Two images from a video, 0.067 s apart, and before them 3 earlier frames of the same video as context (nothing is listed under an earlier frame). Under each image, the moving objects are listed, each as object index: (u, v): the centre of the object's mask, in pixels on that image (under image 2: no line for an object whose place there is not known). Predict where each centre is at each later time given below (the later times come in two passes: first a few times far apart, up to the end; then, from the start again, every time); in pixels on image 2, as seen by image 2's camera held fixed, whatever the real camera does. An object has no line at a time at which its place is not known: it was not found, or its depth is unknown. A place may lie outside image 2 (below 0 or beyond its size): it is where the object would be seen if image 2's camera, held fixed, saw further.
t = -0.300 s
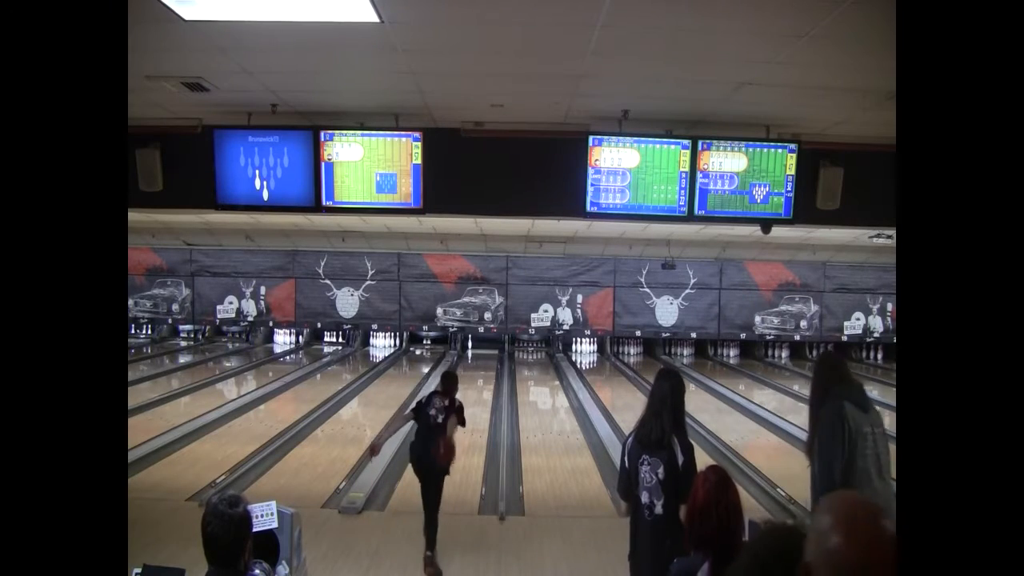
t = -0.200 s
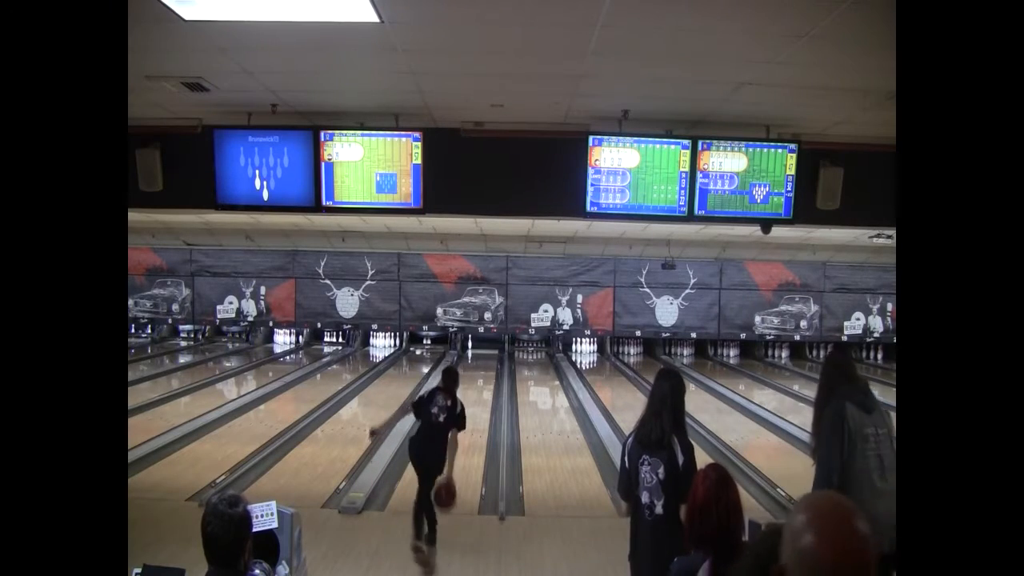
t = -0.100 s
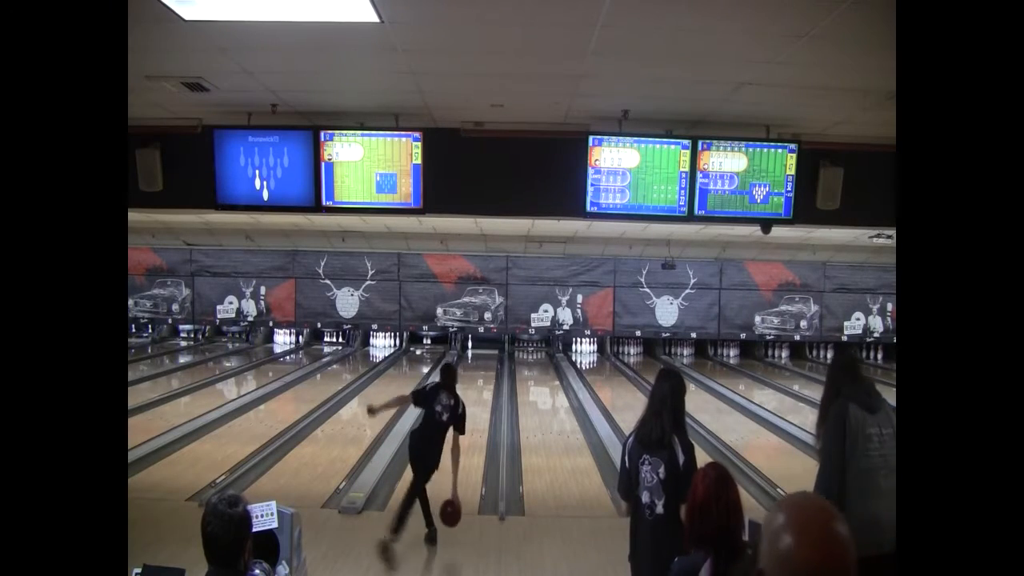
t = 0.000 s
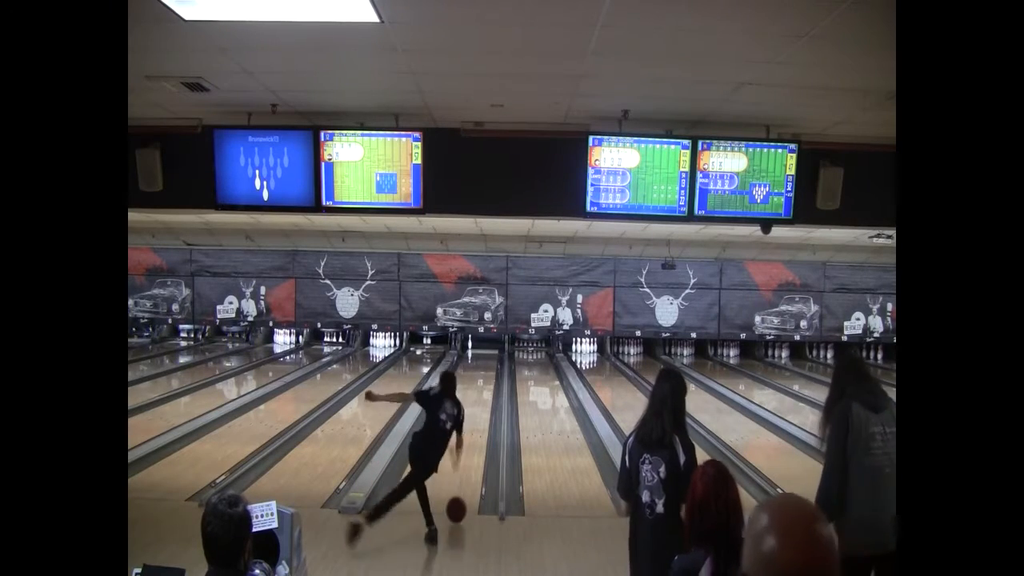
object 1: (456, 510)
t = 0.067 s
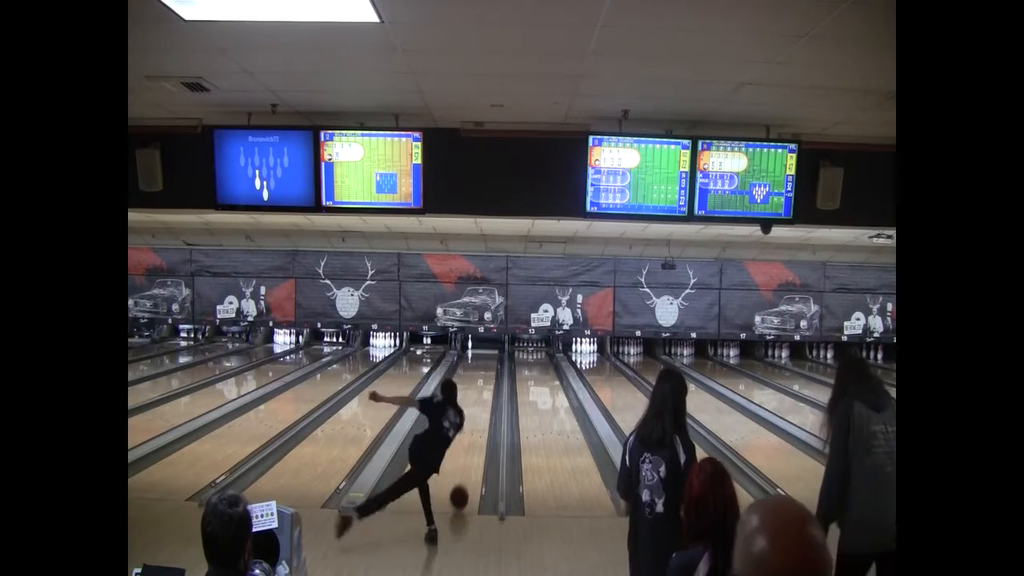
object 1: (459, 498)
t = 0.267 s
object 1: (467, 471)
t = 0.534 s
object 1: (474, 438)
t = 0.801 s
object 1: (476, 416)
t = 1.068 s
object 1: (478, 400)
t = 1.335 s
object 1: (480, 387)
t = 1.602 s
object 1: (482, 377)
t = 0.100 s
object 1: (461, 492)
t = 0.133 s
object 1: (462, 489)
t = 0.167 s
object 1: (463, 485)
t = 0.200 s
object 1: (464, 480)
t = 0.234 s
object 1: (465, 475)
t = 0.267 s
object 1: (467, 471)
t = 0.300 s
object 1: (467, 467)
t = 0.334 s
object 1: (468, 462)
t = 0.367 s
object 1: (469, 458)
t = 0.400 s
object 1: (470, 454)
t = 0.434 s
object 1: (470, 449)
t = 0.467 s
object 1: (471, 448)
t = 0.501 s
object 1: (473, 444)
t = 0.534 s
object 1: (474, 438)
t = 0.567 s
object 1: (474, 435)
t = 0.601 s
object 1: (474, 433)
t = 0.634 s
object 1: (474, 429)
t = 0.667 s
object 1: (475, 427)
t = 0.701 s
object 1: (475, 425)
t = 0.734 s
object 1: (475, 421)
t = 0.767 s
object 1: (475, 419)
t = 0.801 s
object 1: (476, 416)
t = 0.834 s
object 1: (476, 414)
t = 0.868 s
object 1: (476, 412)
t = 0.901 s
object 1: (477, 410)
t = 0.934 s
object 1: (477, 408)
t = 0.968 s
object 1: (477, 406)
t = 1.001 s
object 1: (478, 404)
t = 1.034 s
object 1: (478, 402)
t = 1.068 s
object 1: (478, 400)
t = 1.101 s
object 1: (479, 398)
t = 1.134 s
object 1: (479, 397)
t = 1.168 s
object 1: (479, 395)
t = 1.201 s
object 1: (479, 393)
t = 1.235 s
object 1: (479, 392)
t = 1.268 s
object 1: (480, 390)
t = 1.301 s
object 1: (480, 389)
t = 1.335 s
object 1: (480, 387)
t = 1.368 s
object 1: (480, 385)
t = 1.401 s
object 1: (481, 381)
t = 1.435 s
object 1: (482, 377)
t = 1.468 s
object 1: (482, 381)
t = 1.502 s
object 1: (482, 380)
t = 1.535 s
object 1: (482, 379)
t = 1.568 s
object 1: (482, 378)
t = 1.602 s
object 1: (482, 377)
